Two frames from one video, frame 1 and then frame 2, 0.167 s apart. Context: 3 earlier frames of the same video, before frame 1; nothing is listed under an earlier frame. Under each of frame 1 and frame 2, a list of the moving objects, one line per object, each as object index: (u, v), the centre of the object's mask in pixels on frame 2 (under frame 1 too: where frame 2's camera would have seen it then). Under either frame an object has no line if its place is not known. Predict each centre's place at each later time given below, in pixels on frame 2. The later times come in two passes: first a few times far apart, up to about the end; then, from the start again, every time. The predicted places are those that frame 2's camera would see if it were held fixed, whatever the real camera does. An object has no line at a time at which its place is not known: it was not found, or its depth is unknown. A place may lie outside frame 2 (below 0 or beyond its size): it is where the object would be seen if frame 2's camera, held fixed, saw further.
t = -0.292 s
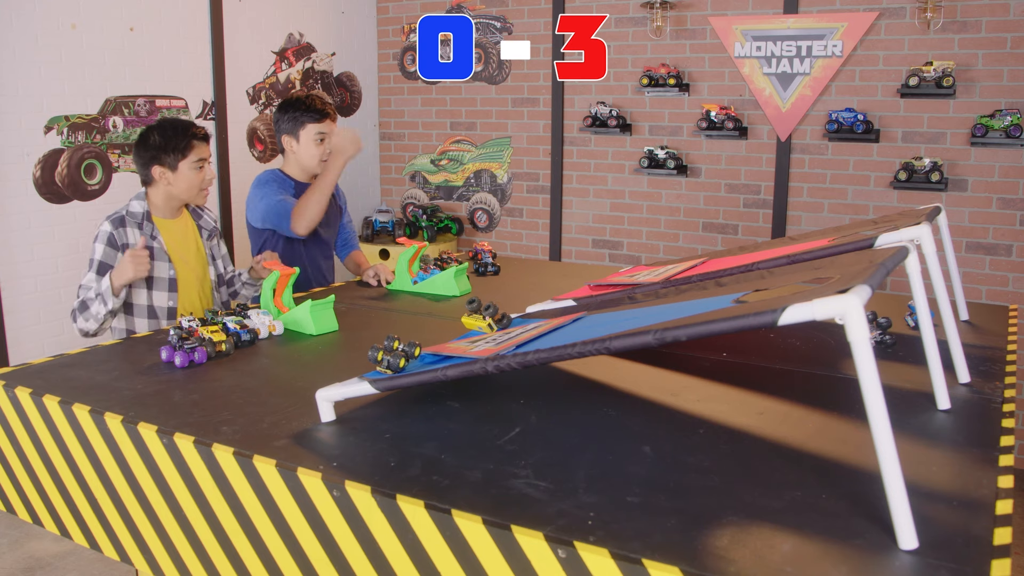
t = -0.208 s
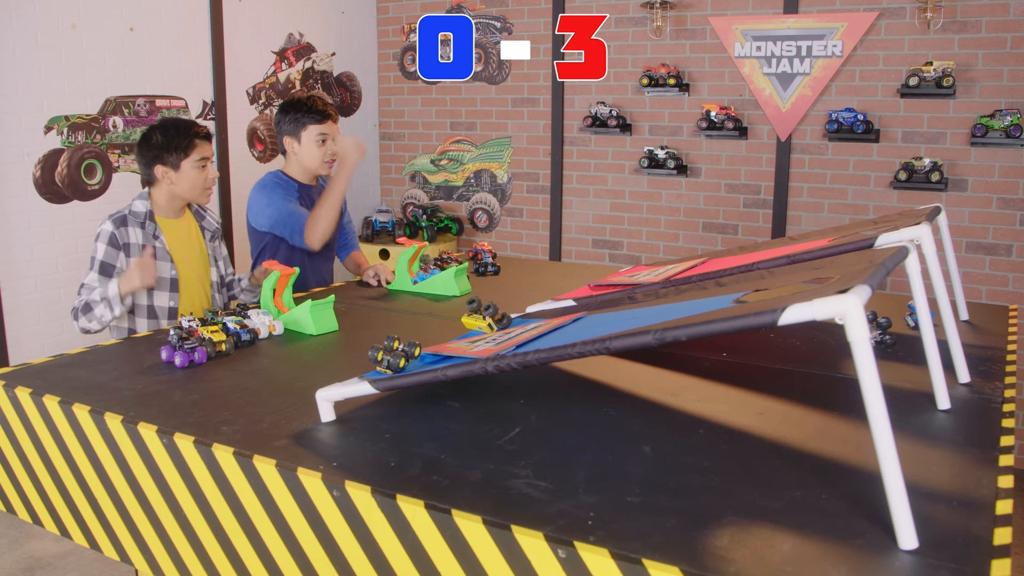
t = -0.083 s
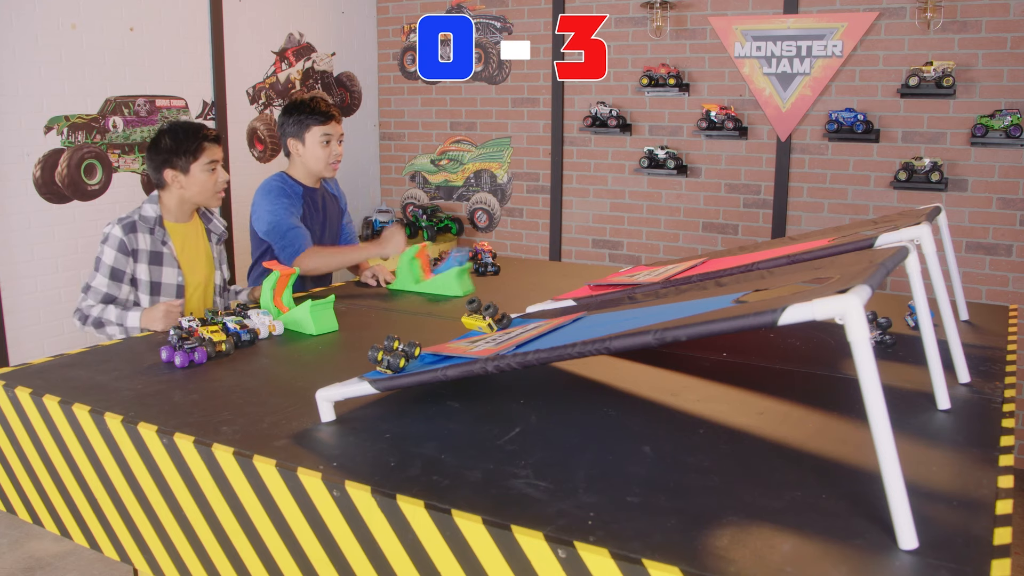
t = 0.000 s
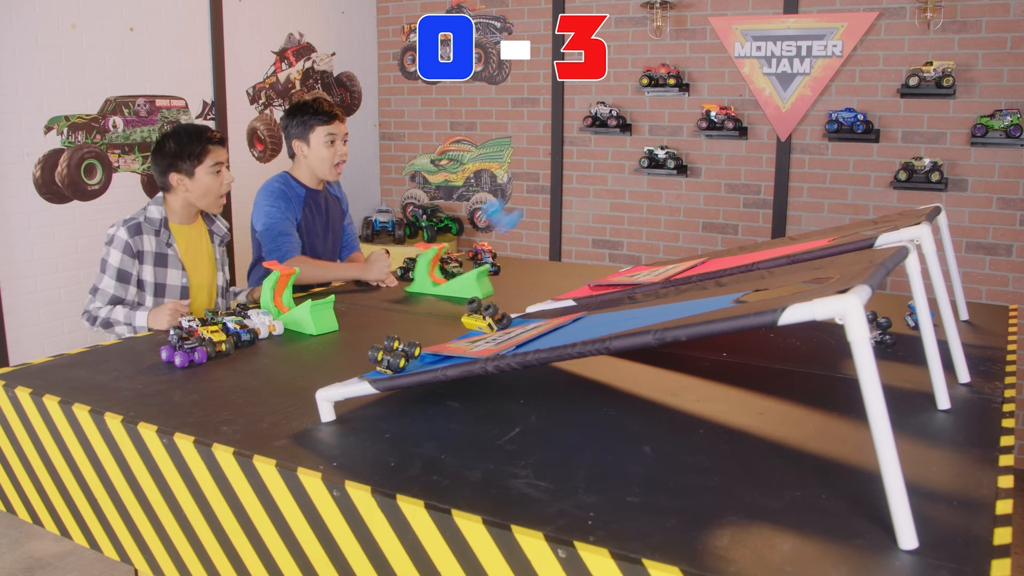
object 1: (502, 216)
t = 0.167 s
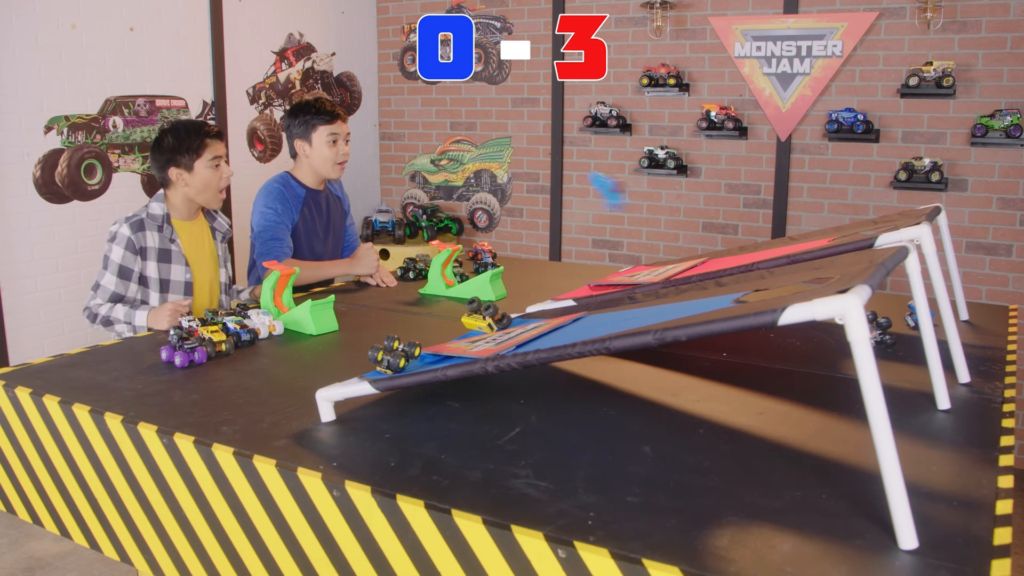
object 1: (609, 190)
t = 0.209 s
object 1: (638, 199)
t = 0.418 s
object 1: (751, 230)
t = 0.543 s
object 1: (774, 225)
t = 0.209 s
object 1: (638, 199)
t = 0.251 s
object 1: (669, 216)
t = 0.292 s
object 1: (703, 240)
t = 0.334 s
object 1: (729, 251)
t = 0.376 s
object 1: (742, 242)
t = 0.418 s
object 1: (751, 230)
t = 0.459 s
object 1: (760, 221)
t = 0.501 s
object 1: (768, 221)
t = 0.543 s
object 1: (774, 225)
